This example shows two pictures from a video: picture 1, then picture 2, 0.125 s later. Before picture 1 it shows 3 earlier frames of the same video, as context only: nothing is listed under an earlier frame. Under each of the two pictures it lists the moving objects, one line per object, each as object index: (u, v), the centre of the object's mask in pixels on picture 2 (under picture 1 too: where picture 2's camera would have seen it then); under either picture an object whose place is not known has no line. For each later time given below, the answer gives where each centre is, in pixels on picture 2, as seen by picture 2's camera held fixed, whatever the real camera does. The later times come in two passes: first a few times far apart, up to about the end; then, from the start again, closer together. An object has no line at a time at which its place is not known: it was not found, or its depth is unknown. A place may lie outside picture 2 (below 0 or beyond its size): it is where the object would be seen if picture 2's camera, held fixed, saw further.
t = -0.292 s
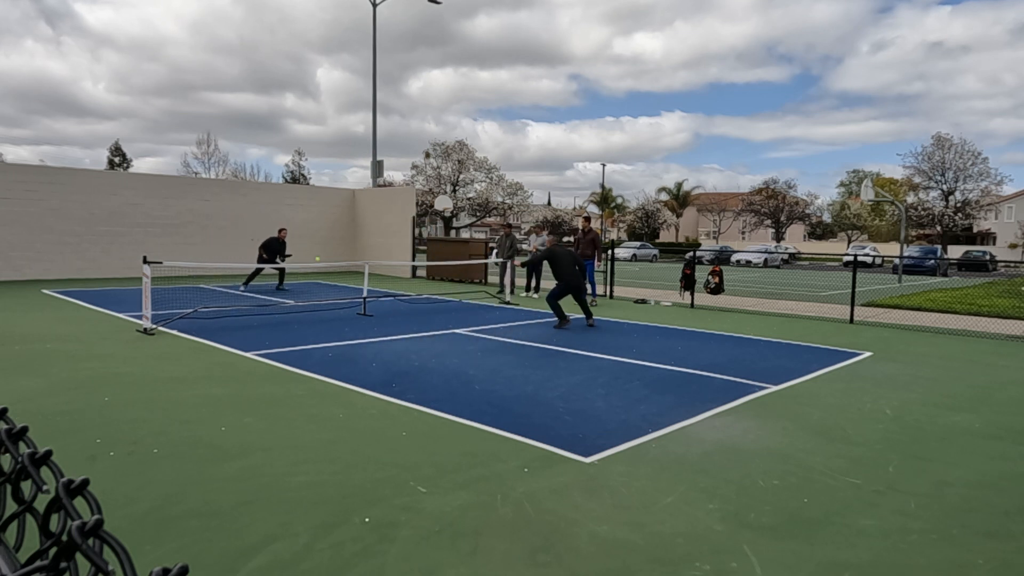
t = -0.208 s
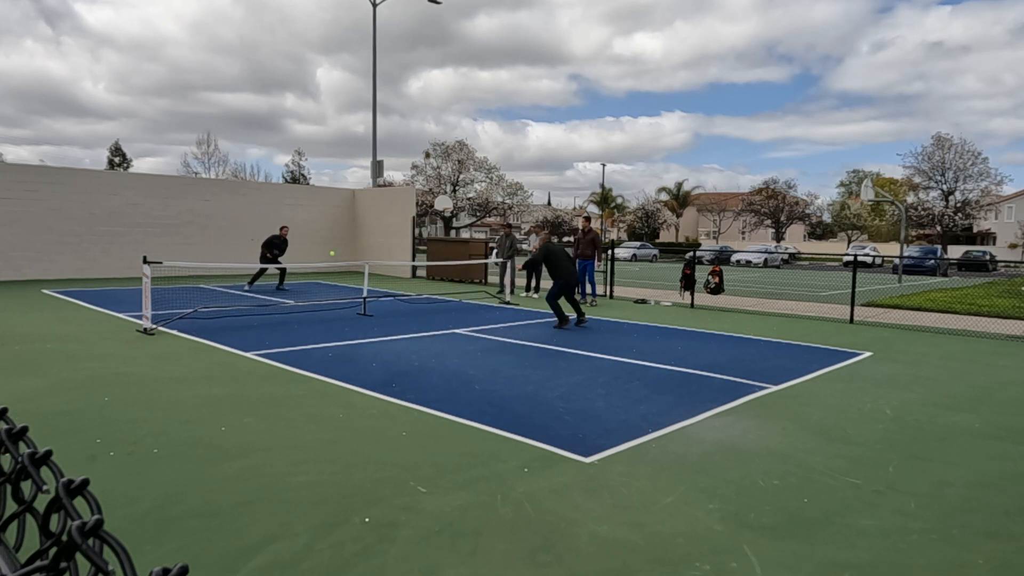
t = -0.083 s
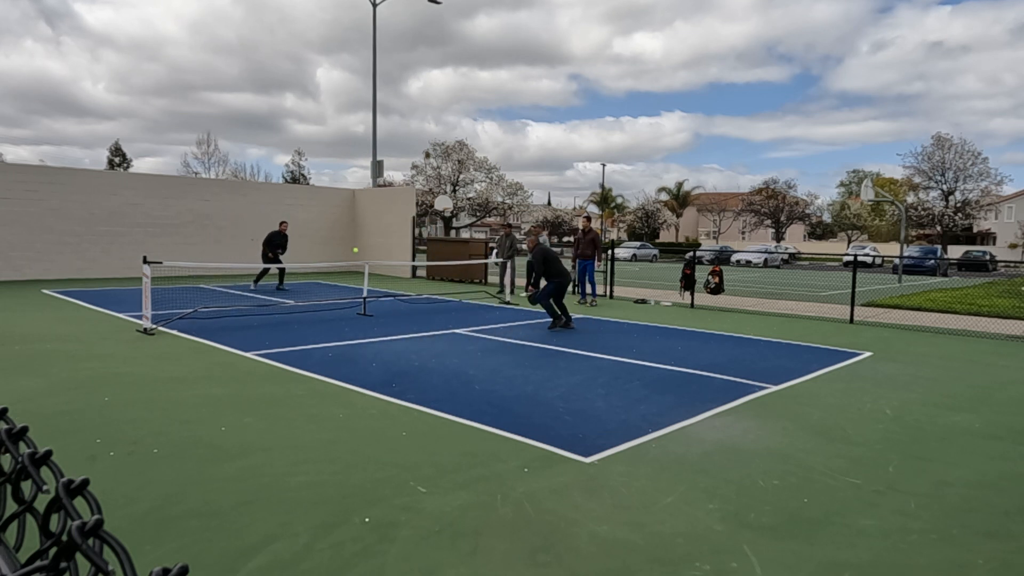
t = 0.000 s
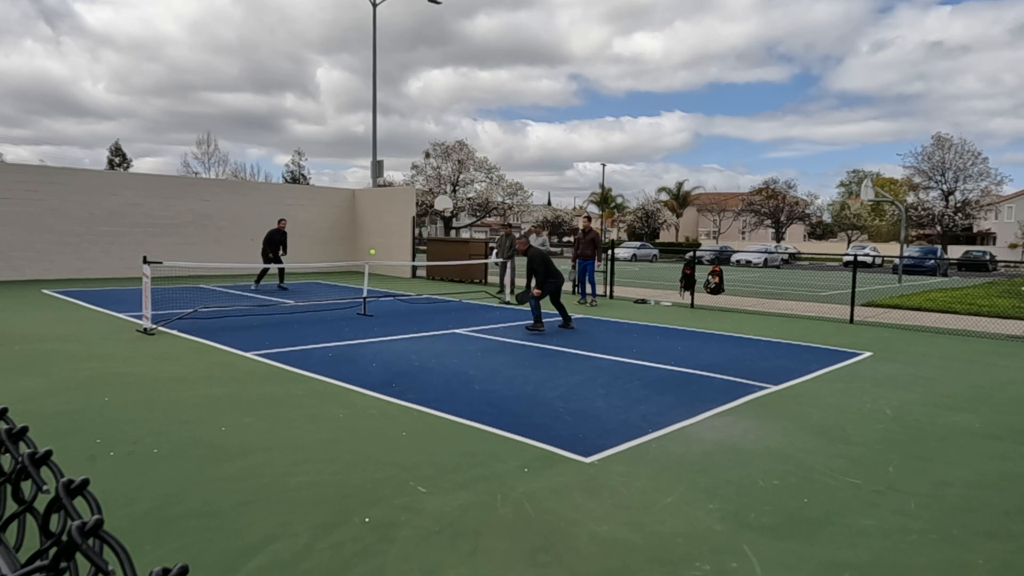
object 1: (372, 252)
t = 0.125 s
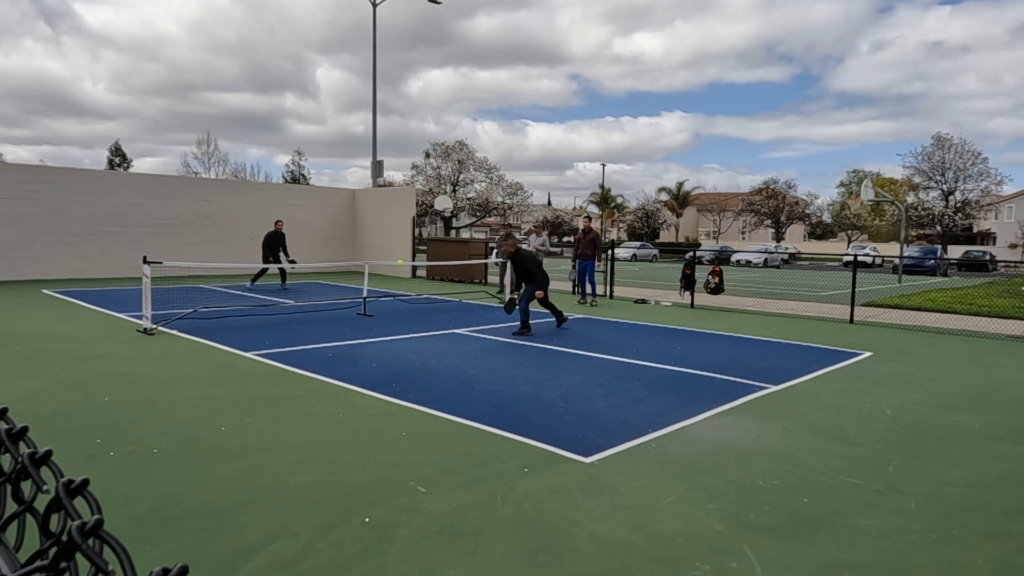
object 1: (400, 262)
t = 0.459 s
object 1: (495, 363)
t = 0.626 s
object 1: (538, 352)
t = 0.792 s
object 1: (589, 368)
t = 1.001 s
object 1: (674, 463)
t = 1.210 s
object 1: (752, 458)
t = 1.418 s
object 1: (855, 551)
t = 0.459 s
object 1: (495, 363)
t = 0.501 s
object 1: (506, 362)
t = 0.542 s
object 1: (516, 357)
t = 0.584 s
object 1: (527, 353)
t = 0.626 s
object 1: (538, 352)
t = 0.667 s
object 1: (550, 352)
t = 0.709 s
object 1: (562, 355)
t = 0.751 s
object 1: (575, 360)
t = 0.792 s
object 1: (589, 368)
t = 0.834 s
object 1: (604, 379)
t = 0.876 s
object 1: (620, 393)
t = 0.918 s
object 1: (637, 412)
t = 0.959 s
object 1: (655, 434)
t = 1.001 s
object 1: (674, 463)
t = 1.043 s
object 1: (689, 460)
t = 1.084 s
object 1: (703, 454)
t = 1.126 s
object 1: (719, 452)
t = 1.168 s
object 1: (735, 453)
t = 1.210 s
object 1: (752, 458)
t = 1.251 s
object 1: (770, 467)
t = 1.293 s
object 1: (789, 480)
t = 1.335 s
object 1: (810, 498)
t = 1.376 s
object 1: (832, 521)
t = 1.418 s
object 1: (855, 551)
